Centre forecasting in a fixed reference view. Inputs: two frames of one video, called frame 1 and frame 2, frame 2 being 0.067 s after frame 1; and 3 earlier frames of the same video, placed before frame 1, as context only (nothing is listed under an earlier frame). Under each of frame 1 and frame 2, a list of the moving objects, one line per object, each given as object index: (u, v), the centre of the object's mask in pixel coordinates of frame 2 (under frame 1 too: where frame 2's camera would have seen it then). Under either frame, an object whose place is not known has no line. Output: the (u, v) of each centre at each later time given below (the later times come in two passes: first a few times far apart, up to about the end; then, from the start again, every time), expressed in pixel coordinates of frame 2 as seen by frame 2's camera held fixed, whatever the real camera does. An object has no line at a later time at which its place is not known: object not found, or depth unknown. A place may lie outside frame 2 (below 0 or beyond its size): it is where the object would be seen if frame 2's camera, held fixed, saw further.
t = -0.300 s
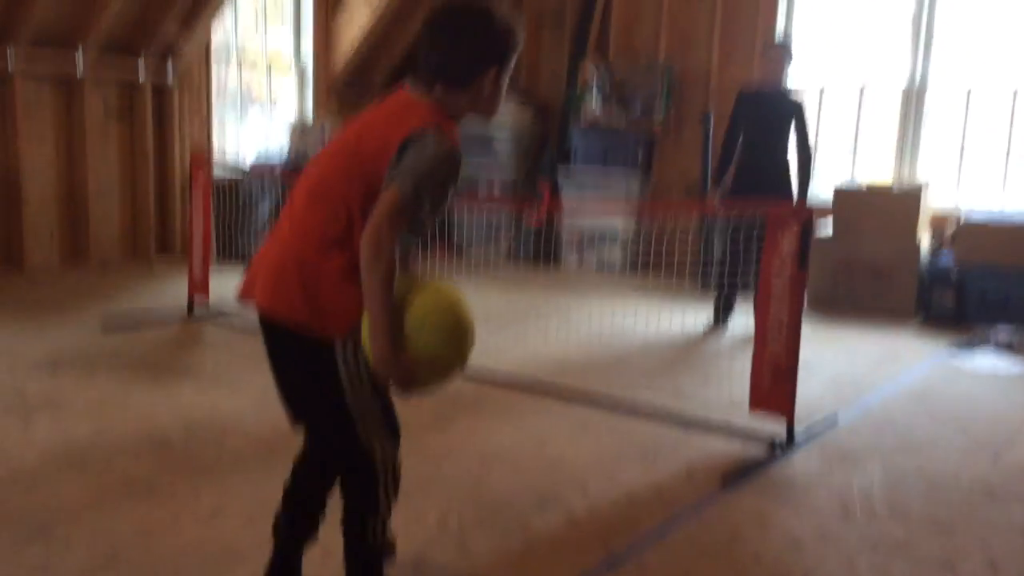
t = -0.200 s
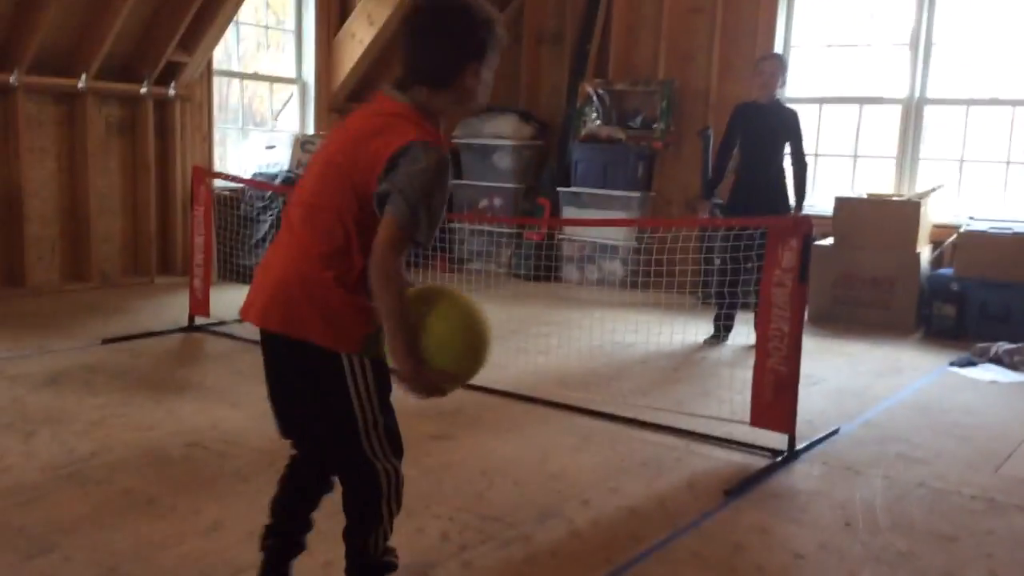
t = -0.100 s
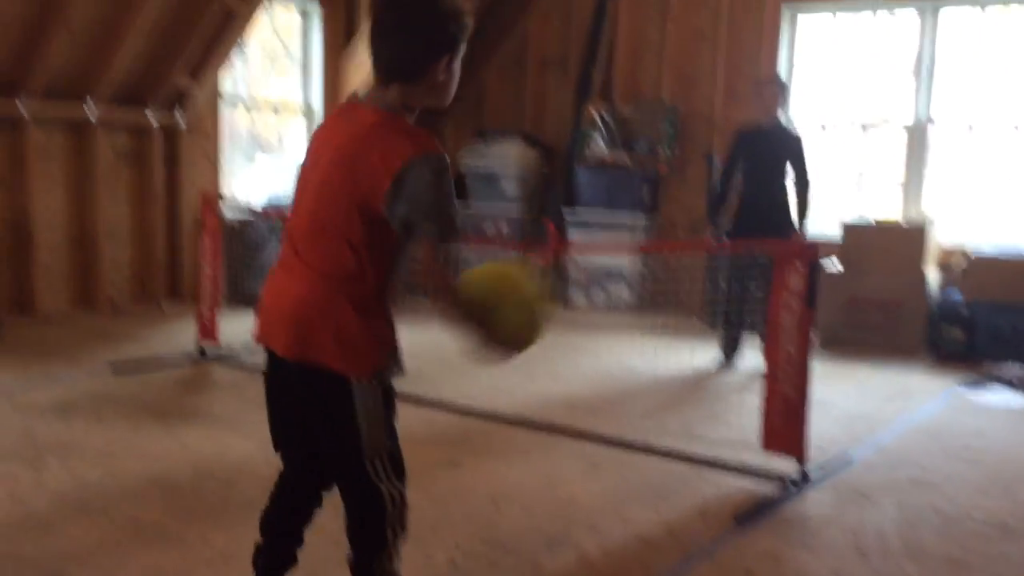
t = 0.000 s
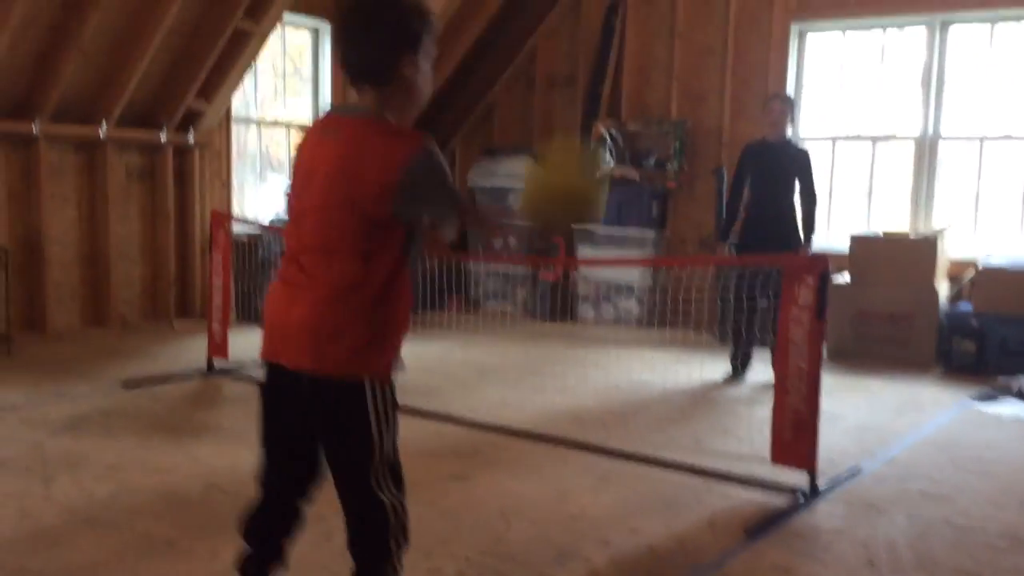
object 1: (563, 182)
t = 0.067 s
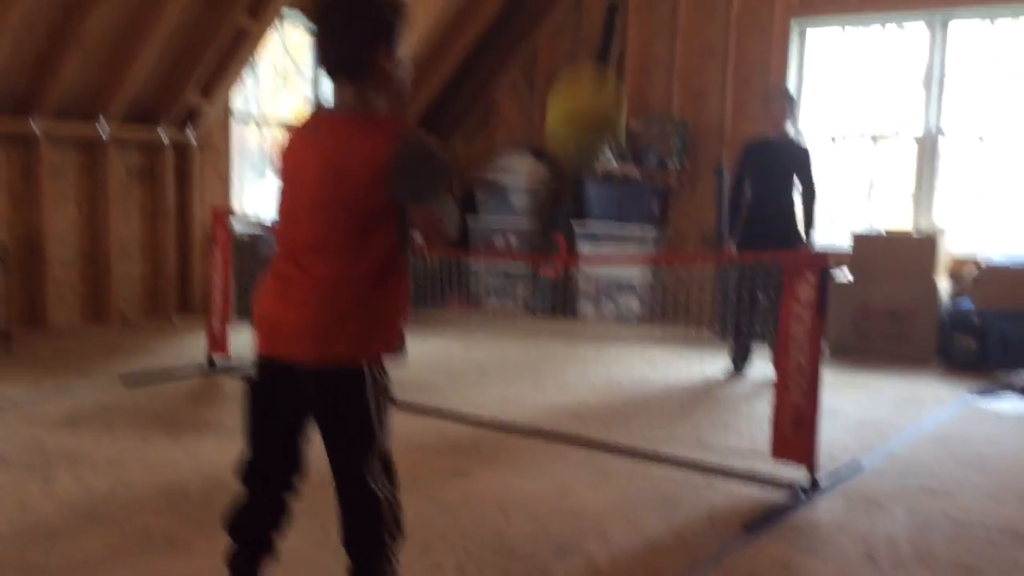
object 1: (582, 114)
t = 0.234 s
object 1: (625, 34)
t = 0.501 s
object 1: (661, 80)
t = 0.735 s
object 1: (678, 232)
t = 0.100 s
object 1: (594, 86)
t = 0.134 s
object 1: (604, 67)
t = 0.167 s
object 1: (612, 49)
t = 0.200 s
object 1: (619, 40)
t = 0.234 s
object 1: (625, 34)
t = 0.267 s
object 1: (631, 30)
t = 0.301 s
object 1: (637, 28)
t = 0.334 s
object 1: (642, 29)
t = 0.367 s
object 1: (646, 31)
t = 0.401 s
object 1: (650, 36)
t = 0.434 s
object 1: (654, 49)
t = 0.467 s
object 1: (658, 63)
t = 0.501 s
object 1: (661, 80)
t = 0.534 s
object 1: (664, 98)
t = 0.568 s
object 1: (667, 119)
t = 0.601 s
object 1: (669, 140)
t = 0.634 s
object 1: (670, 161)
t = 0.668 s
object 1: (673, 188)
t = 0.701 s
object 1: (675, 216)
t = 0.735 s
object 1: (678, 232)
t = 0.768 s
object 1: (676, 272)
